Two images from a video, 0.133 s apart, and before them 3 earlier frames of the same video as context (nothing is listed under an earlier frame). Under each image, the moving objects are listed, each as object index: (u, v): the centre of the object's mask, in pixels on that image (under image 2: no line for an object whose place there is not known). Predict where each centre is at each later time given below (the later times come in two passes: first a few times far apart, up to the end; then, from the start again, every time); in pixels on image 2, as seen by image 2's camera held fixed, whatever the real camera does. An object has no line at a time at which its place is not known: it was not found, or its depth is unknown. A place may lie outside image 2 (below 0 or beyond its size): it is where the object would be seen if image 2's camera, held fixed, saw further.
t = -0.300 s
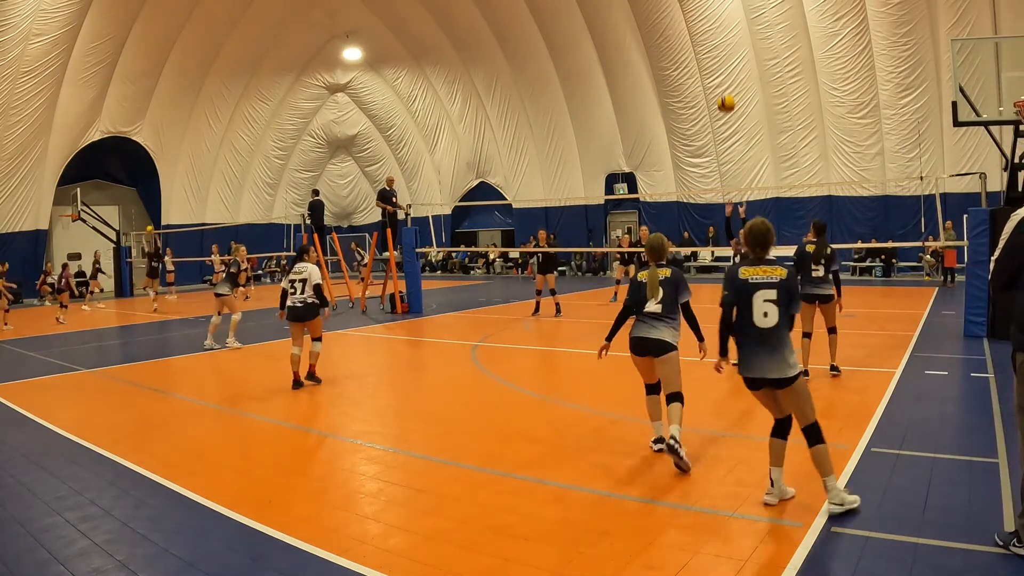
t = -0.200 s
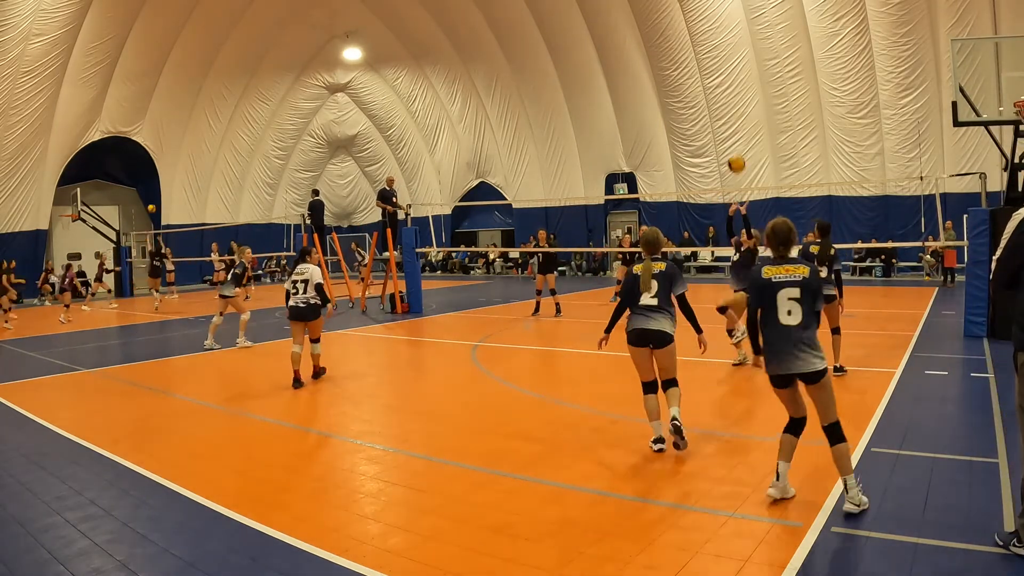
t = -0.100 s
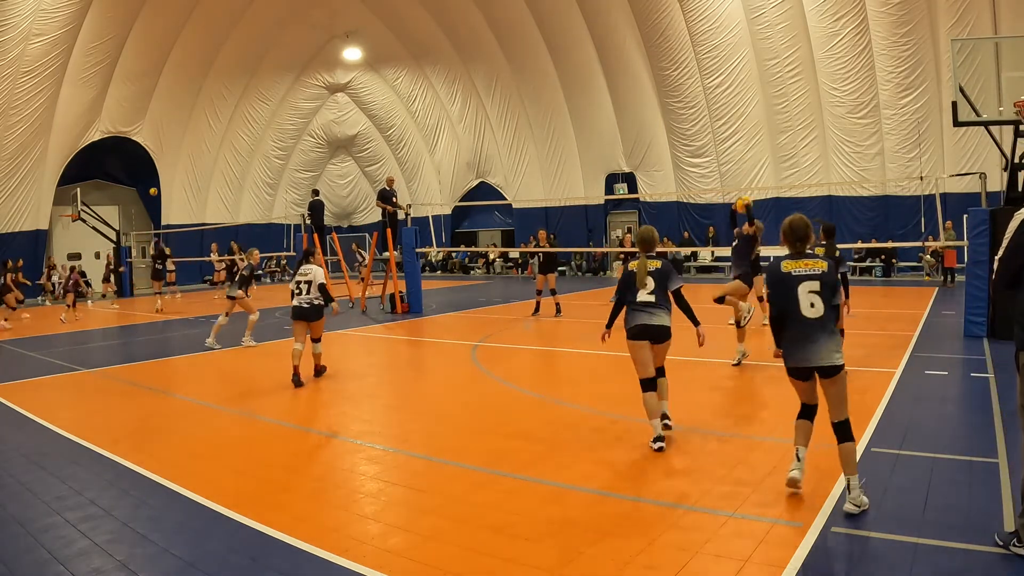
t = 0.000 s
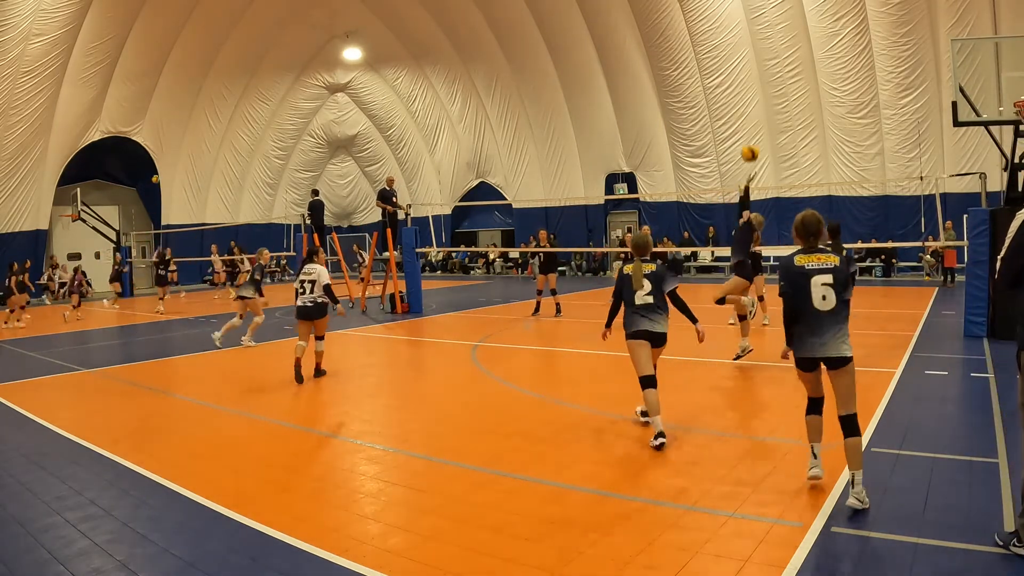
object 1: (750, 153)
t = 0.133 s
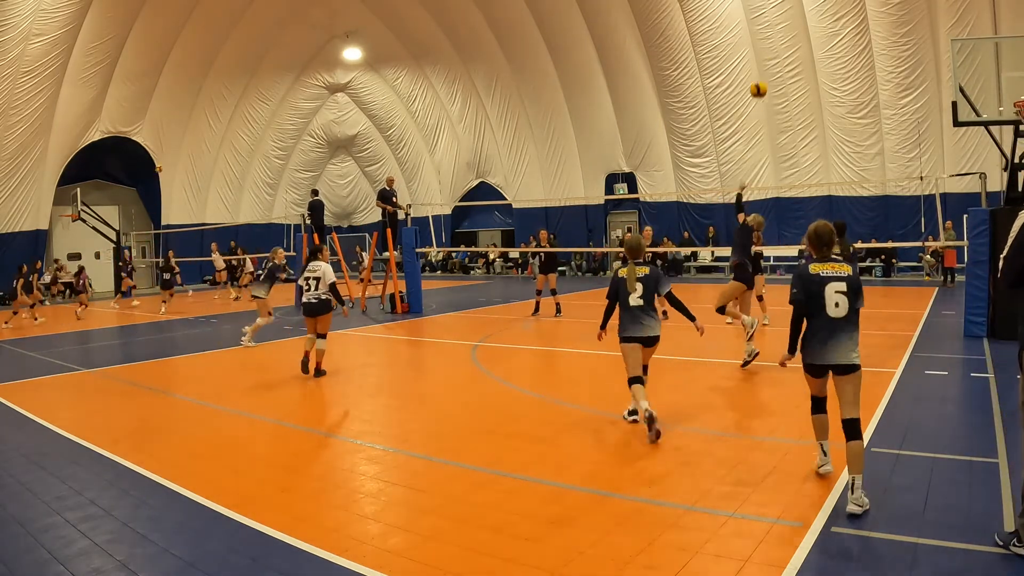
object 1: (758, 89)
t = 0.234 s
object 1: (765, 54)
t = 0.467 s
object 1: (782, 8)
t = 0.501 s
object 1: (784, 6)
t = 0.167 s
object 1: (760, 77)
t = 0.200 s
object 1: (763, 65)
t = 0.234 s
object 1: (765, 54)
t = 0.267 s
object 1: (767, 45)
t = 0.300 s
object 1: (770, 36)
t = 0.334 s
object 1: (772, 29)
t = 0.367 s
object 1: (774, 22)
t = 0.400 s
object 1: (777, 16)
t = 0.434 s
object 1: (779, 12)
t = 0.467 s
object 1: (782, 8)
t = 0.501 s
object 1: (784, 6)
